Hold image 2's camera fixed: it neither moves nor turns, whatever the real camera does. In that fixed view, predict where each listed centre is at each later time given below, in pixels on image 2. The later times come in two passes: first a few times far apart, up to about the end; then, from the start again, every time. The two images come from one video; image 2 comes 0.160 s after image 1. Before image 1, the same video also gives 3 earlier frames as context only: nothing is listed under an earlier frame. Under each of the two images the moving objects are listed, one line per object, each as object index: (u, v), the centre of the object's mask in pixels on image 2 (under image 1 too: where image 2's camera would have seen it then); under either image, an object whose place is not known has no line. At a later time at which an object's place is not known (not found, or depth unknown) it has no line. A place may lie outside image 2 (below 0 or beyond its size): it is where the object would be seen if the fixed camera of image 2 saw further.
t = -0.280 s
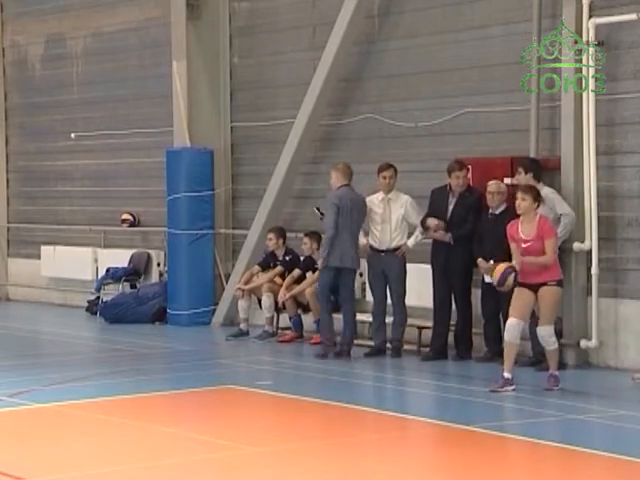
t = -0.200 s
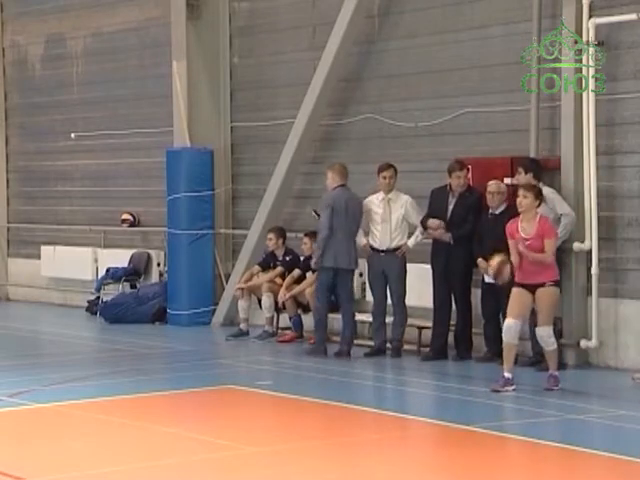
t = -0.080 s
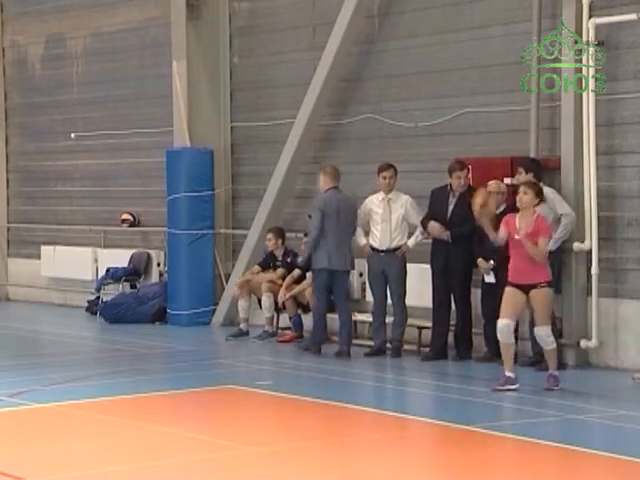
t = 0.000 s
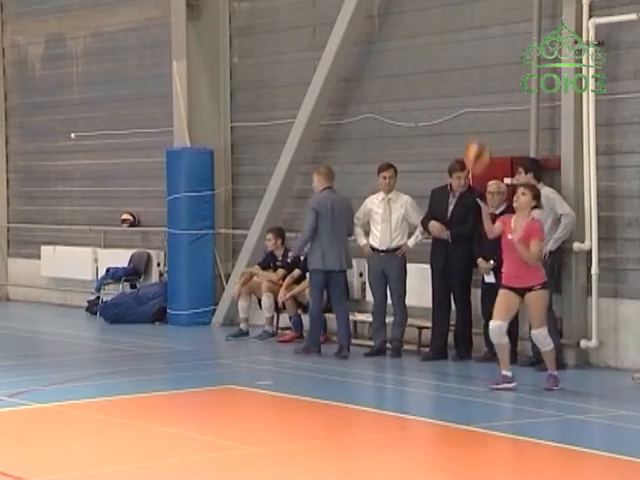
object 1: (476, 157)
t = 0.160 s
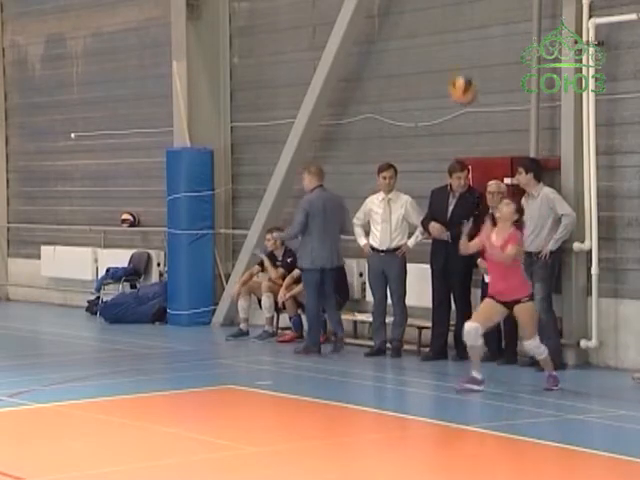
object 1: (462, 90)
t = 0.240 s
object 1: (456, 69)
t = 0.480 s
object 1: (436, 59)
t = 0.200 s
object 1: (459, 78)
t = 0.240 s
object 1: (456, 69)
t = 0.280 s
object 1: (453, 62)
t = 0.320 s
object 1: (450, 57)
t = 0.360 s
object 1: (446, 54)
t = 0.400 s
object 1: (442, 53)
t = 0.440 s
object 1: (439, 55)
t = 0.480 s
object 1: (436, 59)
